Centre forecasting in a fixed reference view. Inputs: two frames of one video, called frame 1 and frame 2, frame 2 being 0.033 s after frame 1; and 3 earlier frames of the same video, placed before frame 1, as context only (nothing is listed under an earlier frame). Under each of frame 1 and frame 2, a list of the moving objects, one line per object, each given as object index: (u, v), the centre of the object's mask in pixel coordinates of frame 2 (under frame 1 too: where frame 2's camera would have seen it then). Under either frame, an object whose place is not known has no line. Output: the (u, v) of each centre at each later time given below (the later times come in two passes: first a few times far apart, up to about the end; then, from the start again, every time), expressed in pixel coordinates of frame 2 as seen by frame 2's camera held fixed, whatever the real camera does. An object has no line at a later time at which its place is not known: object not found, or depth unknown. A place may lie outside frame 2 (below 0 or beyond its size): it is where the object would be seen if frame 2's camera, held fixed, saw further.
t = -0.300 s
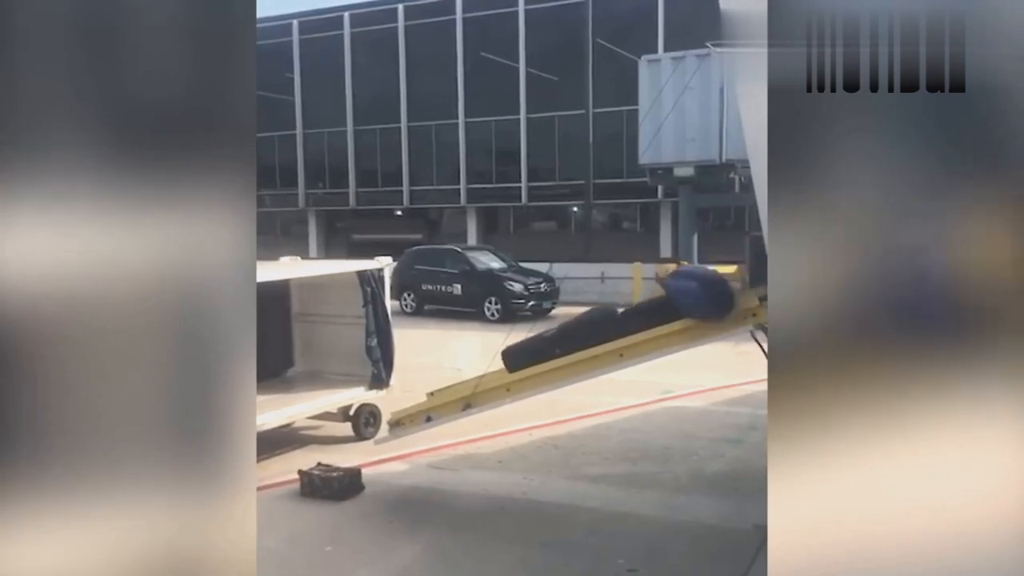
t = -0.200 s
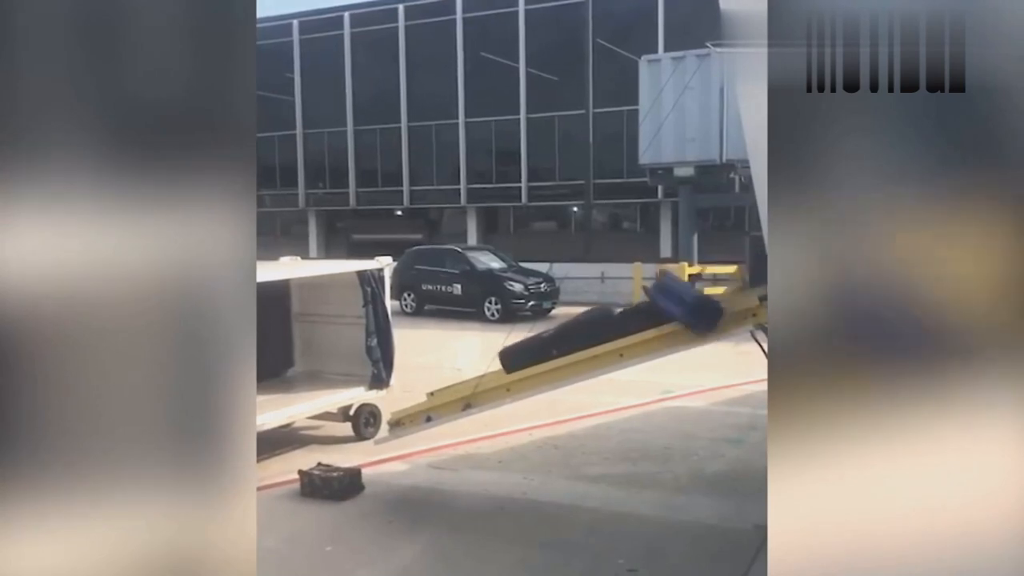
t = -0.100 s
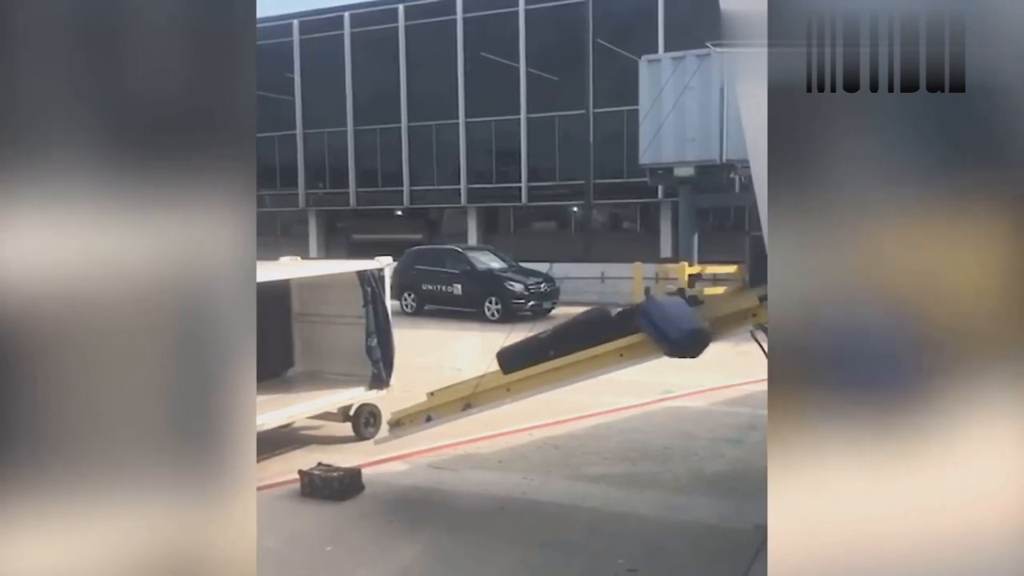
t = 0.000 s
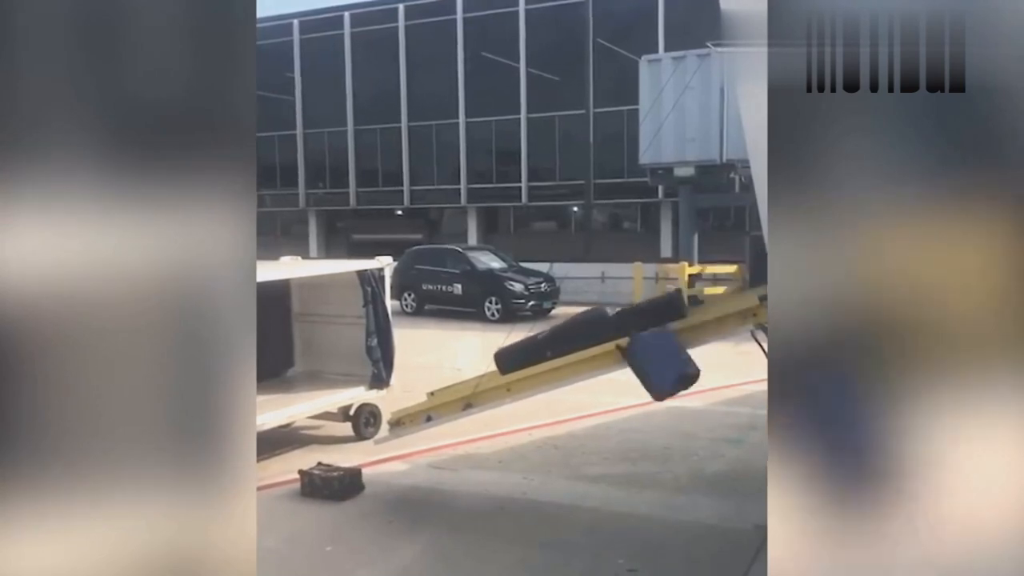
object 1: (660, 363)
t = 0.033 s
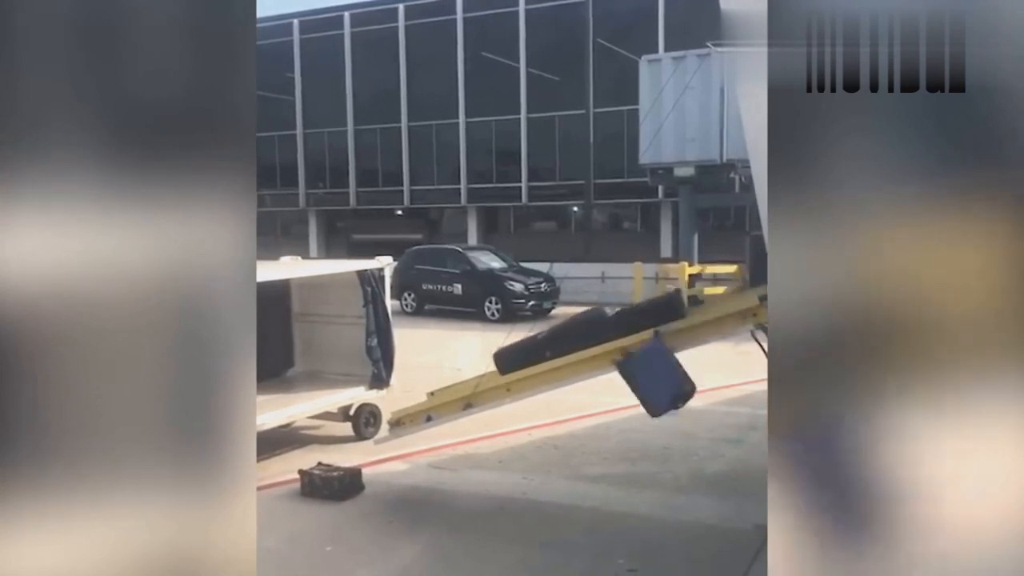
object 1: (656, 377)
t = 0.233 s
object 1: (631, 502)
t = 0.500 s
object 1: (574, 538)
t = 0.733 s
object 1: (524, 540)
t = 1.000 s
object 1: (470, 559)
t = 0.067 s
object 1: (652, 394)
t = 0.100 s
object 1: (648, 412)
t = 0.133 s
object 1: (644, 433)
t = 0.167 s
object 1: (640, 455)
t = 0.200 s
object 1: (635, 477)
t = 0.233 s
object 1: (631, 502)
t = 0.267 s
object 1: (627, 529)
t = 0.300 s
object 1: (621, 536)
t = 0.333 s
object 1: (614, 533)
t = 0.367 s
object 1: (606, 531)
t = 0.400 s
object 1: (598, 532)
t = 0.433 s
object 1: (590, 533)
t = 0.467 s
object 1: (582, 536)
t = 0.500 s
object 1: (574, 538)
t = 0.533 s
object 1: (567, 539)
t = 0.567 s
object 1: (560, 539)
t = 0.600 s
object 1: (552, 538)
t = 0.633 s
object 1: (545, 539)
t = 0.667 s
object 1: (538, 540)
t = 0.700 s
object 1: (531, 539)
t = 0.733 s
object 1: (524, 540)
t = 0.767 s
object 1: (517, 542)
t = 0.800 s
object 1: (510, 544)
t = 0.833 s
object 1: (504, 546)
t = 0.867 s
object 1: (497, 547)
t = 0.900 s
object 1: (491, 550)
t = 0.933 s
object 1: (484, 553)
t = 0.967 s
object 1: (477, 556)
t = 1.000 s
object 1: (470, 559)
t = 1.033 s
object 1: (466, 558)
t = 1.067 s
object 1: (463, 557)
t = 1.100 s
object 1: (459, 557)
